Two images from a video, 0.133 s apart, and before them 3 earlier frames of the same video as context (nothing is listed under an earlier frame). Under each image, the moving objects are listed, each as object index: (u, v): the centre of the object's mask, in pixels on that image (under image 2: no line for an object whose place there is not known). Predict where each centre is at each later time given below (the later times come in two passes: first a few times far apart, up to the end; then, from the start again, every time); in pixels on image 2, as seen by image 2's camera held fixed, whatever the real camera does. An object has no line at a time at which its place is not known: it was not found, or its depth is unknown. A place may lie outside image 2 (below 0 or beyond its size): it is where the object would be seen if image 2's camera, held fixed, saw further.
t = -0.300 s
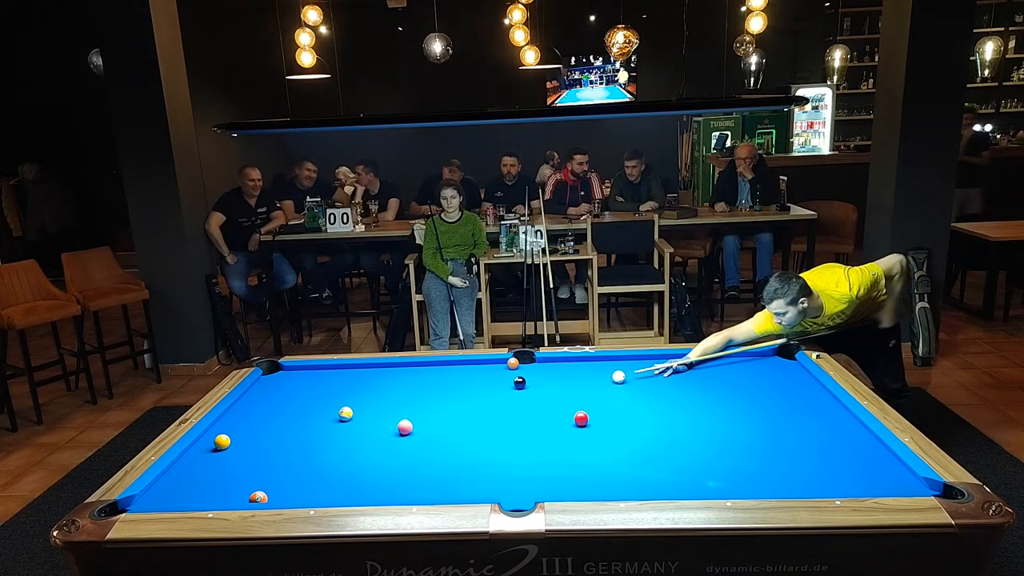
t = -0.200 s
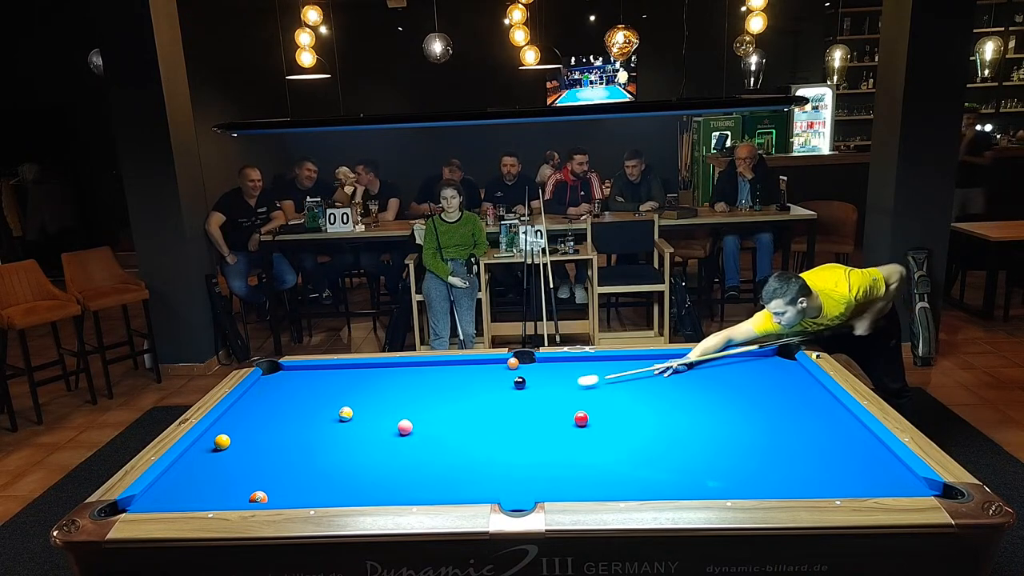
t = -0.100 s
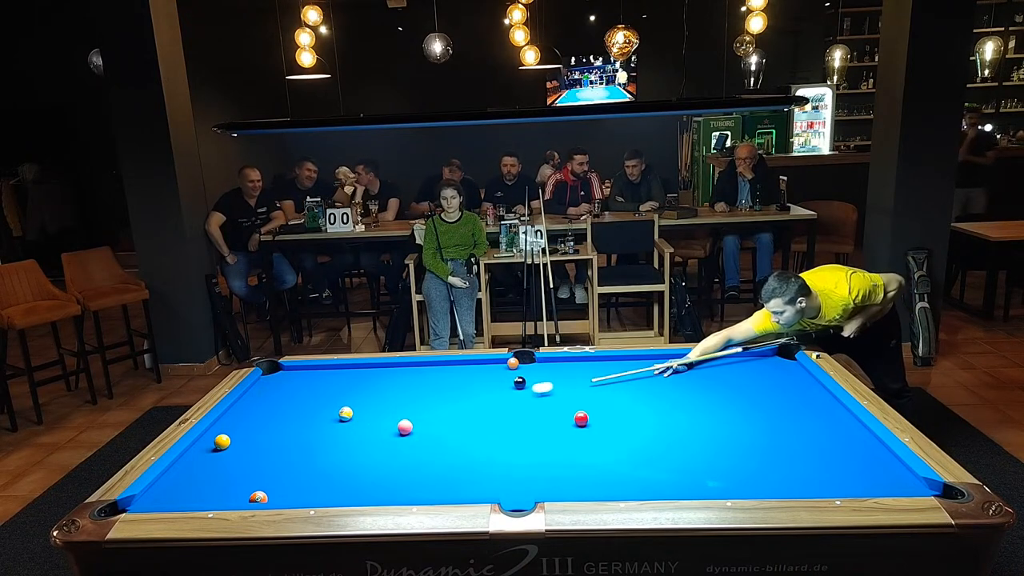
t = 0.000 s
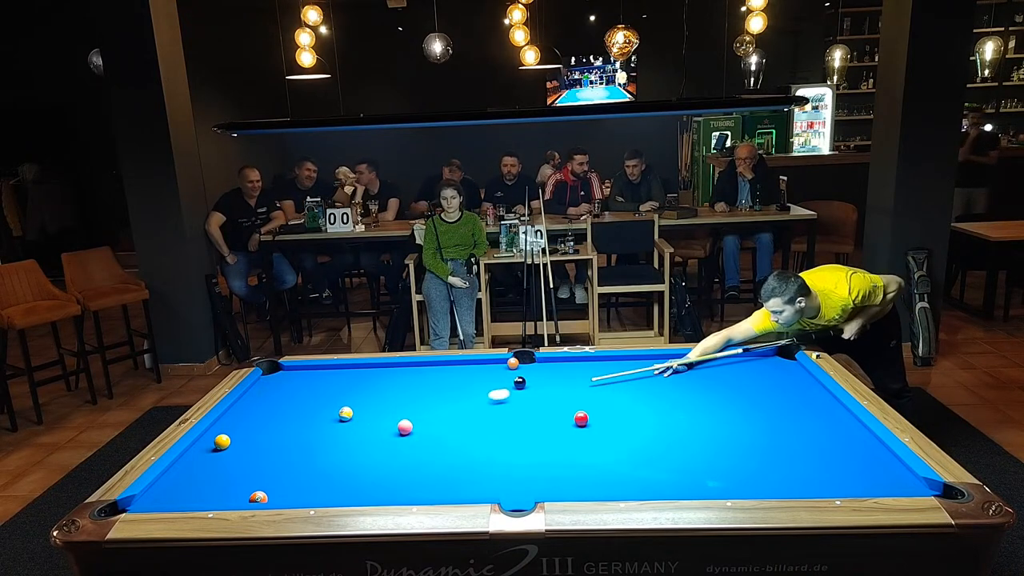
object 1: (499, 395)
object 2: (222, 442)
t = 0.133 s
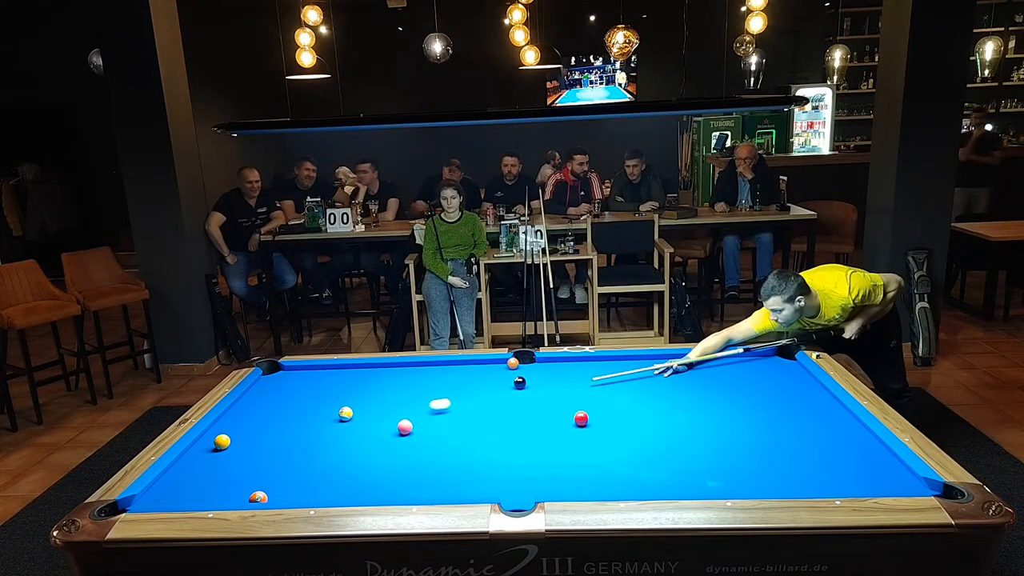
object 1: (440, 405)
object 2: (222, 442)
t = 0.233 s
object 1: (394, 411)
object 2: (222, 442)
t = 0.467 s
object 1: (280, 431)
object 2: (222, 442)
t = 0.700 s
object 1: (230, 440)
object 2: (216, 448)
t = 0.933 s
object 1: (200, 446)
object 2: (265, 452)
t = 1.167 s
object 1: (204, 447)
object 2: (315, 457)
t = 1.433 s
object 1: (218, 448)
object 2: (373, 462)
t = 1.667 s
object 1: (228, 448)
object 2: (424, 467)
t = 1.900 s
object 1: (238, 448)
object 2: (476, 473)
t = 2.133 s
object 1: (247, 448)
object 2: (528, 478)
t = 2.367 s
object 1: (255, 448)
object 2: (581, 483)
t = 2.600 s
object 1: (261, 448)
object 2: (635, 487)
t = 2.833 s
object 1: (267, 449)
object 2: (681, 484)
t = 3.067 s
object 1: (272, 449)
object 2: (724, 482)
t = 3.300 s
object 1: (275, 449)
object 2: (765, 479)
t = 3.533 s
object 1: (278, 449)
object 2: (804, 475)
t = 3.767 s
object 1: (279, 449)
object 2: (842, 472)
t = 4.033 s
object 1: (279, 448)
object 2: (882, 468)
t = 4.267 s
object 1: (279, 448)
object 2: (888, 465)
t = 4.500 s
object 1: (279, 448)
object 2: (866, 464)
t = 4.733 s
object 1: (279, 448)
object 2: (846, 462)
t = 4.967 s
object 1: (279, 448)
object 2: (828, 460)
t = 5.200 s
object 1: (279, 448)
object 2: (810, 459)
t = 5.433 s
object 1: (279, 448)
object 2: (795, 458)
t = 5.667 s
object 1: (279, 448)
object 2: (781, 457)
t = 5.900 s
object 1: (279, 448)
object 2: (769, 456)
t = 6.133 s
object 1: (279, 448)
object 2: (758, 455)
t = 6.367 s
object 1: (279, 448)
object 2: (749, 454)
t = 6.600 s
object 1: (279, 448)
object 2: (740, 454)
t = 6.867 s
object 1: (279, 448)
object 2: (733, 453)
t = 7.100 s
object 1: (279, 448)
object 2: (728, 453)
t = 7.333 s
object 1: (279, 448)
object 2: (724, 453)
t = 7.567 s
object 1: (279, 448)
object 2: (720, 453)
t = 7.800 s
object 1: (278, 448)
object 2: (719, 453)
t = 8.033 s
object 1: (279, 448)
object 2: (719, 453)
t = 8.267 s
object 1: (278, 448)
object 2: (719, 453)
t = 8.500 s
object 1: (278, 449)
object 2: (719, 453)
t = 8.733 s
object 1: (278, 449)
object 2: (719, 453)
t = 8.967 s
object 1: (278, 448)
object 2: (719, 453)
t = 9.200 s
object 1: (278, 448)
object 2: (719, 453)
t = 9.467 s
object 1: (278, 448)
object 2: (719, 453)
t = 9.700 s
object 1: (278, 448)
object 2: (719, 453)
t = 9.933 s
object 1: (278, 448)
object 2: (719, 453)
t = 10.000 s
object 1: (278, 448)
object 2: (719, 453)
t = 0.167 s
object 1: (425, 407)
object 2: (222, 442)
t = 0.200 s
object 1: (409, 409)
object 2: (222, 442)
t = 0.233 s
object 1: (394, 411)
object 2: (222, 442)
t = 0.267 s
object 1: (379, 415)
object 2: (222, 442)
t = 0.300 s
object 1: (363, 417)
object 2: (222, 442)
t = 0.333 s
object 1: (346, 420)
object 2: (222, 442)
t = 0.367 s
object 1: (331, 423)
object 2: (222, 442)
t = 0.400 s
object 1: (314, 425)
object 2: (222, 442)
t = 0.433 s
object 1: (297, 428)
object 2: (222, 442)
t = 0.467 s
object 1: (280, 431)
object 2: (222, 442)
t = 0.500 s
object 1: (263, 434)
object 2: (222, 442)
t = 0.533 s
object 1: (246, 437)
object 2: (222, 442)
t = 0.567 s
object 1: (238, 439)
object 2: (214, 442)
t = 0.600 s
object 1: (237, 440)
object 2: (197, 445)
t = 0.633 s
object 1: (235, 440)
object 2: (200, 446)
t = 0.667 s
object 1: (233, 440)
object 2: (208, 447)
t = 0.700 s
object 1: (230, 440)
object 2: (216, 448)
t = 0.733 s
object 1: (228, 439)
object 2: (223, 449)
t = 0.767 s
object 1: (222, 441)
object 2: (230, 449)
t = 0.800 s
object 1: (218, 443)
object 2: (238, 450)
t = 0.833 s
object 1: (213, 444)
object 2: (244, 450)
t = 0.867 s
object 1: (209, 444)
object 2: (251, 451)
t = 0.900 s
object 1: (205, 445)
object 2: (259, 452)
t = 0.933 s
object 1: (200, 446)
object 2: (265, 452)
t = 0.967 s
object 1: (196, 447)
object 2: (273, 453)
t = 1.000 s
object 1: (194, 447)
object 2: (280, 454)
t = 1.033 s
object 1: (197, 447)
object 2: (287, 454)
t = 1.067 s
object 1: (199, 447)
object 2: (294, 455)
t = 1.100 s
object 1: (201, 447)
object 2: (301, 455)
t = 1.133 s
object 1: (202, 447)
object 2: (308, 456)
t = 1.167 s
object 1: (204, 447)
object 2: (315, 457)
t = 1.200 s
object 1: (206, 447)
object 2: (323, 457)
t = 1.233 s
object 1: (208, 447)
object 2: (330, 458)
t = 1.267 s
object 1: (209, 447)
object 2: (337, 459)
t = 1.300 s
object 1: (211, 447)
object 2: (344, 459)
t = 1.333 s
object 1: (213, 447)
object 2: (351, 460)
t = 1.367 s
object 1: (215, 447)
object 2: (358, 461)
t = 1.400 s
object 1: (216, 447)
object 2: (366, 462)
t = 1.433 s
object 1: (218, 448)
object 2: (373, 462)
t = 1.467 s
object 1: (219, 448)
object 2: (380, 463)
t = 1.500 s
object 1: (221, 448)
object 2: (387, 464)
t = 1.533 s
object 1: (222, 448)
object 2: (395, 465)
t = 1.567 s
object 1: (224, 448)
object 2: (402, 466)
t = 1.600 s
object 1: (226, 448)
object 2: (409, 466)
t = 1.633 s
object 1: (227, 448)
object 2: (417, 466)
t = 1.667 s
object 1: (228, 448)
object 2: (424, 467)
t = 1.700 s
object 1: (230, 448)
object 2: (432, 468)
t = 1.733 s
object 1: (231, 448)
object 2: (439, 469)
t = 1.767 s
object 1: (233, 448)
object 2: (446, 470)
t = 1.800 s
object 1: (234, 448)
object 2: (454, 470)
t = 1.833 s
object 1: (236, 448)
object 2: (461, 471)
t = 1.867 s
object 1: (237, 448)
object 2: (468, 472)
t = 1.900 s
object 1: (238, 448)
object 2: (476, 473)
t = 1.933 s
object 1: (240, 448)
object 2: (483, 473)
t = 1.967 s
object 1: (241, 448)
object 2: (491, 474)
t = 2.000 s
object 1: (242, 448)
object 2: (498, 475)
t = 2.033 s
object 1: (244, 448)
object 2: (506, 475)
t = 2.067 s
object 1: (245, 448)
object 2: (513, 476)
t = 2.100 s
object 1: (246, 448)
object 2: (521, 477)
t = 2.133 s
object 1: (247, 448)
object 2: (528, 478)
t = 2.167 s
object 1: (248, 448)
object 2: (536, 479)
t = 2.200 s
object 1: (249, 448)
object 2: (543, 480)
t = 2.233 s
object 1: (251, 448)
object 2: (551, 480)
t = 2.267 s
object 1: (252, 448)
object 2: (559, 481)
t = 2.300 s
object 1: (253, 448)
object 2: (566, 482)
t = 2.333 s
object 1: (254, 448)
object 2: (573, 483)
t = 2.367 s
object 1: (255, 448)
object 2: (581, 483)
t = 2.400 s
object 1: (256, 448)
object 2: (589, 484)
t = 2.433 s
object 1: (257, 448)
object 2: (597, 484)
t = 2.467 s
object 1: (258, 448)
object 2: (604, 485)
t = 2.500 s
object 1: (258, 448)
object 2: (612, 485)
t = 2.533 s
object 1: (260, 448)
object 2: (620, 486)
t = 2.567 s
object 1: (261, 448)
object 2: (627, 486)
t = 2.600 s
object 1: (261, 448)
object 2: (635, 487)
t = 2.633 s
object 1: (262, 449)
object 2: (643, 487)
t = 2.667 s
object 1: (263, 449)
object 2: (649, 487)
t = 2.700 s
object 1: (264, 448)
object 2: (656, 486)
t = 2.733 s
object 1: (265, 449)
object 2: (662, 486)
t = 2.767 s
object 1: (266, 448)
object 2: (669, 486)
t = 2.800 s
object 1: (266, 449)
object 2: (675, 485)
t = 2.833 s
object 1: (267, 449)
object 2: (681, 484)
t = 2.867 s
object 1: (268, 449)
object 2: (688, 484)
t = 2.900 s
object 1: (268, 449)
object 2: (694, 484)
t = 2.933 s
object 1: (269, 449)
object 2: (700, 483)
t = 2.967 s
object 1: (270, 449)
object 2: (706, 483)
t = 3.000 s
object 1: (271, 449)
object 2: (712, 482)
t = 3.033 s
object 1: (271, 449)
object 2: (718, 482)
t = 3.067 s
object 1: (272, 449)
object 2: (724, 482)
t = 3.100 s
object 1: (272, 449)
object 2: (730, 481)
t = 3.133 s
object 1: (273, 449)
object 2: (736, 481)
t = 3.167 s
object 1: (273, 449)
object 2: (742, 480)
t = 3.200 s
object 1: (274, 449)
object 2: (748, 480)
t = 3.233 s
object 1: (274, 449)
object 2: (754, 479)
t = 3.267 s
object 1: (275, 449)
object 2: (760, 478)
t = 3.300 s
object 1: (275, 449)
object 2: (765, 479)
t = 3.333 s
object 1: (276, 449)
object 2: (771, 478)
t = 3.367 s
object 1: (276, 449)
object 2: (777, 477)
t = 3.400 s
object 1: (276, 449)
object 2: (782, 477)
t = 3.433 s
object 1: (277, 449)
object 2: (788, 477)
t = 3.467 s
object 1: (277, 449)
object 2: (794, 476)
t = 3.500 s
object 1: (277, 449)
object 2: (799, 476)
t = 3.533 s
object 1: (278, 449)
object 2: (804, 475)
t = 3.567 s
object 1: (278, 449)
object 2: (810, 475)
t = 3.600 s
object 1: (278, 449)
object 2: (815, 474)
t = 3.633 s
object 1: (278, 449)
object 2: (821, 474)
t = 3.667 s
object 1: (279, 449)
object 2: (826, 473)
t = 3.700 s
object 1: (279, 449)
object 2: (831, 473)
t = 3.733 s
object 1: (279, 449)
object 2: (837, 472)
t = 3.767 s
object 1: (279, 449)
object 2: (842, 472)
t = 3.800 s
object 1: (279, 448)
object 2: (847, 472)
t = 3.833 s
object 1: (279, 448)
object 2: (852, 471)
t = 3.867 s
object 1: (279, 448)
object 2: (857, 470)
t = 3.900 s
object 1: (279, 448)
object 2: (862, 470)
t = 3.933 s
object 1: (279, 448)
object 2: (867, 470)
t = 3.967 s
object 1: (279, 448)
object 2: (872, 469)
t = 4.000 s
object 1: (279, 448)
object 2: (877, 469)
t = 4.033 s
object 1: (279, 448)
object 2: (882, 468)
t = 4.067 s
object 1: (279, 448)
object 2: (887, 467)
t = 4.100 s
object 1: (279, 448)
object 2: (891, 467)
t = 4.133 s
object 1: (279, 448)
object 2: (896, 466)
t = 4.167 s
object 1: (279, 448)
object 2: (898, 466)
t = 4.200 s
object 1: (279, 448)
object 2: (895, 466)
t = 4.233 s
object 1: (279, 448)
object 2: (892, 466)
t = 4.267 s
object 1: (279, 448)
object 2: (888, 465)
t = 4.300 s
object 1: (279, 448)
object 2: (885, 465)
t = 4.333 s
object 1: (279, 448)
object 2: (882, 465)
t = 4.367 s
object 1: (279, 448)
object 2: (879, 465)
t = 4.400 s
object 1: (279, 448)
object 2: (875, 464)
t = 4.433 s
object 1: (279, 448)
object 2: (872, 464)
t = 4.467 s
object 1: (279, 448)
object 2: (869, 464)
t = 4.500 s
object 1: (279, 448)
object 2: (866, 464)
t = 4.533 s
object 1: (279, 448)
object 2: (863, 463)
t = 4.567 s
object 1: (279, 448)
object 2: (860, 463)
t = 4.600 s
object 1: (279, 448)
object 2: (857, 463)
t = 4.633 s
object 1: (279, 448)
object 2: (855, 463)
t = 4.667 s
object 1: (279, 448)
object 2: (852, 462)
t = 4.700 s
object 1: (279, 448)
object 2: (849, 462)
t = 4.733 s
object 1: (279, 448)
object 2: (846, 462)
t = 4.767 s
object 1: (279, 448)
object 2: (843, 462)
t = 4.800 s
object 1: (279, 448)
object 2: (841, 462)
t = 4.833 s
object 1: (279, 448)
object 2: (838, 461)
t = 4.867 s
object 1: (279, 448)
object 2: (835, 461)
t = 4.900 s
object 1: (279, 448)
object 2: (833, 461)
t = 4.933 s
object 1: (279, 448)
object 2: (830, 461)
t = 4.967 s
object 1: (279, 448)
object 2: (828, 460)
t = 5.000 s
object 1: (279, 448)
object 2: (825, 460)
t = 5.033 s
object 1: (279, 448)
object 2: (823, 460)
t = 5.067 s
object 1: (279, 448)
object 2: (820, 460)
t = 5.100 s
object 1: (279, 448)
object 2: (817, 460)
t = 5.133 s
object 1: (279, 448)
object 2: (815, 459)
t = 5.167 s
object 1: (279, 448)
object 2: (813, 459)
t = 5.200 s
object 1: (279, 448)
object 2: (810, 459)
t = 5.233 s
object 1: (279, 448)
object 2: (808, 459)
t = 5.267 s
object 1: (279, 448)
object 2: (806, 459)
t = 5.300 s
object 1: (279, 448)
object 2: (804, 459)
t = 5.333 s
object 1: (279, 448)
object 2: (802, 458)
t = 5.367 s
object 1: (279, 448)
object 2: (799, 458)
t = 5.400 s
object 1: (279, 448)
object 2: (797, 458)
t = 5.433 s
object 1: (279, 448)
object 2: (795, 458)
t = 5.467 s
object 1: (279, 448)
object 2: (793, 458)
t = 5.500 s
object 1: (279, 448)
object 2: (791, 457)
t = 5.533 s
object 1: (279, 448)
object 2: (789, 457)
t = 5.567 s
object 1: (279, 448)
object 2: (787, 457)
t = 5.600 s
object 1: (279, 448)
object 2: (785, 457)
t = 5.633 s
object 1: (279, 448)
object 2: (783, 457)
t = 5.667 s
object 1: (279, 448)
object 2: (781, 457)
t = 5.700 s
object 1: (279, 448)
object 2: (779, 456)
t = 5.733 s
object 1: (279, 448)
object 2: (778, 456)
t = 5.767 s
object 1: (279, 448)
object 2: (776, 456)
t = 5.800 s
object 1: (279, 448)
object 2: (774, 456)
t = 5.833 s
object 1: (279, 448)
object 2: (772, 456)
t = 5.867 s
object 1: (279, 448)
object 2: (771, 456)
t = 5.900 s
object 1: (279, 448)
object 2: (769, 456)
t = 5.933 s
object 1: (279, 448)
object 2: (767, 456)
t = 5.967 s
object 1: (279, 448)
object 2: (766, 456)
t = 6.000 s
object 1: (279, 448)
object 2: (764, 455)
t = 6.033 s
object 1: (279, 448)
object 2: (763, 455)
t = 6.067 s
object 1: (279, 448)
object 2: (761, 455)
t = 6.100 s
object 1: (279, 448)
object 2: (759, 455)
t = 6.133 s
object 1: (279, 448)
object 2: (758, 455)
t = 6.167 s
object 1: (279, 448)
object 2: (757, 455)
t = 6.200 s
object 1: (279, 448)
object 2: (755, 455)
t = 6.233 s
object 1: (279, 448)
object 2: (754, 455)
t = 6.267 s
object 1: (279, 448)
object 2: (752, 454)
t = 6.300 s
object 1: (279, 448)
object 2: (751, 455)
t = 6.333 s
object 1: (279, 448)
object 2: (750, 454)
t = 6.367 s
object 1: (279, 448)
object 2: (749, 454)
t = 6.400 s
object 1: (279, 448)
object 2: (747, 454)
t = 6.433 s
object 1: (279, 448)
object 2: (746, 454)
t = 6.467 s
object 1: (279, 448)
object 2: (745, 454)
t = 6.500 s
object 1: (279, 448)
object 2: (744, 454)
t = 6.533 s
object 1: (279, 448)
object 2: (742, 454)
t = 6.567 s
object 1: (279, 448)
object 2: (741, 454)
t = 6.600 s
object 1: (279, 448)
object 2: (740, 454)
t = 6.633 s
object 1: (279, 448)
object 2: (739, 454)
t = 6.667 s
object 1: (279, 448)
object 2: (738, 454)
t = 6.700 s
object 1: (279, 448)
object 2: (737, 454)
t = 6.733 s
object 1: (279, 448)
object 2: (736, 454)
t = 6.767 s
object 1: (279, 448)
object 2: (735, 454)
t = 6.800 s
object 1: (279, 448)
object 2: (735, 453)
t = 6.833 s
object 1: (279, 448)
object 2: (734, 453)
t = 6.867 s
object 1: (279, 448)
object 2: (733, 453)
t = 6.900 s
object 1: (279, 448)
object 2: (732, 453)
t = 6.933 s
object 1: (279, 448)
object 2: (731, 453)
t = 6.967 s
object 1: (279, 448)
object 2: (730, 453)
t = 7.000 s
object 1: (279, 448)
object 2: (729, 453)
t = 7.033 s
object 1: (279, 448)
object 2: (729, 453)
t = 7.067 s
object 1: (279, 448)
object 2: (728, 453)
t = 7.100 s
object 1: (279, 448)
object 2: (728, 453)
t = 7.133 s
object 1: (279, 448)
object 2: (727, 453)
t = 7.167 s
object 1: (279, 448)
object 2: (726, 453)
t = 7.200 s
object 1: (279, 448)
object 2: (725, 453)
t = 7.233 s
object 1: (279, 448)
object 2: (725, 453)
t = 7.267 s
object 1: (279, 448)
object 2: (724, 453)
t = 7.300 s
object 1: (279, 448)
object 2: (724, 453)
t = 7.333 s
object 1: (279, 448)
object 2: (724, 453)
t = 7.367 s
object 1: (279, 448)
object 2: (723, 453)
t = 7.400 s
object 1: (279, 448)
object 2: (722, 453)
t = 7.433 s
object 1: (279, 448)
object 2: (722, 453)
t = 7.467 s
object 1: (279, 448)
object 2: (721, 452)
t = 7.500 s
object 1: (279, 448)
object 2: (721, 453)
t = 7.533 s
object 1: (278, 448)
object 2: (721, 453)
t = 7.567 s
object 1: (279, 448)
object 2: (720, 453)
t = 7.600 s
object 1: (279, 448)
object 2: (720, 453)
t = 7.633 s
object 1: (279, 448)
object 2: (720, 453)
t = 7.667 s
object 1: (278, 448)
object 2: (720, 453)
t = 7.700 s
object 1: (278, 448)
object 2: (720, 453)
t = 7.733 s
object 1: (279, 448)
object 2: (719, 453)
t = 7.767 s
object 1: (278, 448)
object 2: (719, 453)
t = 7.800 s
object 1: (278, 448)
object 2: (719, 453)
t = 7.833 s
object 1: (278, 448)
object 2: (719, 453)
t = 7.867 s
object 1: (279, 448)
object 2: (719, 453)
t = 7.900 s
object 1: (279, 448)
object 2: (719, 453)
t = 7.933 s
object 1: (278, 448)
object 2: (719, 453)
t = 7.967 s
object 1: (279, 448)
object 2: (719, 453)
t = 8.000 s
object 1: (279, 448)
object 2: (719, 453)
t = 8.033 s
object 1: (279, 448)
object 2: (719, 453)
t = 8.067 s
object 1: (279, 448)
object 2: (719, 453)
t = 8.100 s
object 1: (279, 448)
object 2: (719, 453)
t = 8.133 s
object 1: (279, 448)
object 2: (719, 453)
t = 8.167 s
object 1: (278, 448)
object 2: (719, 453)
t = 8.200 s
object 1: (279, 448)
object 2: (719, 453)
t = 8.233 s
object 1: (278, 448)
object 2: (719, 453)
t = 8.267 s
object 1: (278, 448)
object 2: (719, 453)
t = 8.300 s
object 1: (278, 448)
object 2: (719, 453)
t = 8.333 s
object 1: (278, 448)
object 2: (719, 453)
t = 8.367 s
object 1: (278, 448)
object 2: (719, 453)
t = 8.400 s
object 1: (278, 448)
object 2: (719, 453)
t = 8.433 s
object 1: (278, 448)
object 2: (719, 453)
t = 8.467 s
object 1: (278, 448)
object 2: (719, 453)
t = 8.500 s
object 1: (278, 449)
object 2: (719, 453)
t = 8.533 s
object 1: (278, 448)
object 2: (719, 453)
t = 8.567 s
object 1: (278, 449)
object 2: (719, 453)
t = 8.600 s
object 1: (278, 449)
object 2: (719, 453)
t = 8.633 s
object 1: (278, 449)
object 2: (719, 453)
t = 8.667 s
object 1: (278, 449)
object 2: (719, 453)
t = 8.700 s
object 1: (278, 449)
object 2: (719, 453)
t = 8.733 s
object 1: (278, 449)
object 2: (719, 453)
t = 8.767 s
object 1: (278, 448)
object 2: (719, 453)
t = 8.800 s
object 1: (278, 449)
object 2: (719, 453)
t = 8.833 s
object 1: (278, 448)
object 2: (719, 453)
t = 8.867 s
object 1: (278, 448)
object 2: (719, 453)
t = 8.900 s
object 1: (278, 448)
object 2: (719, 453)
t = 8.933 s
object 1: (278, 448)
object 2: (719, 453)
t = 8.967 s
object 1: (278, 448)
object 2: (719, 453)
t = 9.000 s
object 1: (279, 448)
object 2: (719, 453)
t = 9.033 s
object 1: (278, 448)
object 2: (719, 453)
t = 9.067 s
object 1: (278, 448)
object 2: (719, 453)
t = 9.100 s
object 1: (279, 448)
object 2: (719, 453)
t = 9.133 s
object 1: (279, 448)
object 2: (719, 453)
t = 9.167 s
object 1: (278, 448)
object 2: (719, 453)
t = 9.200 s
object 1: (278, 448)
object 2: (719, 453)
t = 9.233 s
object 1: (279, 448)
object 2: (719, 453)
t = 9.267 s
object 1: (279, 448)
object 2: (719, 453)
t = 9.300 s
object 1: (278, 448)
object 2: (719, 453)
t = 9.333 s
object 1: (278, 448)
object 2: (719, 453)
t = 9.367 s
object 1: (279, 448)
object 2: (719, 453)
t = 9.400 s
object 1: (278, 448)
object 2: (719, 453)
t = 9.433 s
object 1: (278, 448)
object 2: (719, 453)
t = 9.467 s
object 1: (278, 448)
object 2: (719, 453)
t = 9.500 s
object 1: (278, 448)
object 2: (719, 453)
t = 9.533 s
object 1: (278, 448)
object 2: (719, 453)
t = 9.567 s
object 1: (278, 448)
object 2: (719, 453)
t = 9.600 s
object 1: (278, 448)
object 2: (719, 453)
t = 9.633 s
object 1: (278, 448)
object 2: (719, 453)
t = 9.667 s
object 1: (278, 448)
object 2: (719, 453)
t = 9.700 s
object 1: (278, 448)
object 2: (719, 453)
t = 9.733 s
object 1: (278, 448)
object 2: (719, 453)
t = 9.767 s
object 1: (278, 448)
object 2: (719, 453)
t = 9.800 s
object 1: (278, 448)
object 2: (719, 453)
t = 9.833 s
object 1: (278, 448)
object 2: (719, 453)
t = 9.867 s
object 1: (279, 448)
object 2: (719, 453)
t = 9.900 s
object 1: (278, 448)
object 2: (719, 453)
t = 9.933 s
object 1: (278, 448)
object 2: (719, 453)
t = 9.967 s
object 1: (278, 448)
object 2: (719, 453)
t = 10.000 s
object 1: (278, 448)
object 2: (719, 453)
